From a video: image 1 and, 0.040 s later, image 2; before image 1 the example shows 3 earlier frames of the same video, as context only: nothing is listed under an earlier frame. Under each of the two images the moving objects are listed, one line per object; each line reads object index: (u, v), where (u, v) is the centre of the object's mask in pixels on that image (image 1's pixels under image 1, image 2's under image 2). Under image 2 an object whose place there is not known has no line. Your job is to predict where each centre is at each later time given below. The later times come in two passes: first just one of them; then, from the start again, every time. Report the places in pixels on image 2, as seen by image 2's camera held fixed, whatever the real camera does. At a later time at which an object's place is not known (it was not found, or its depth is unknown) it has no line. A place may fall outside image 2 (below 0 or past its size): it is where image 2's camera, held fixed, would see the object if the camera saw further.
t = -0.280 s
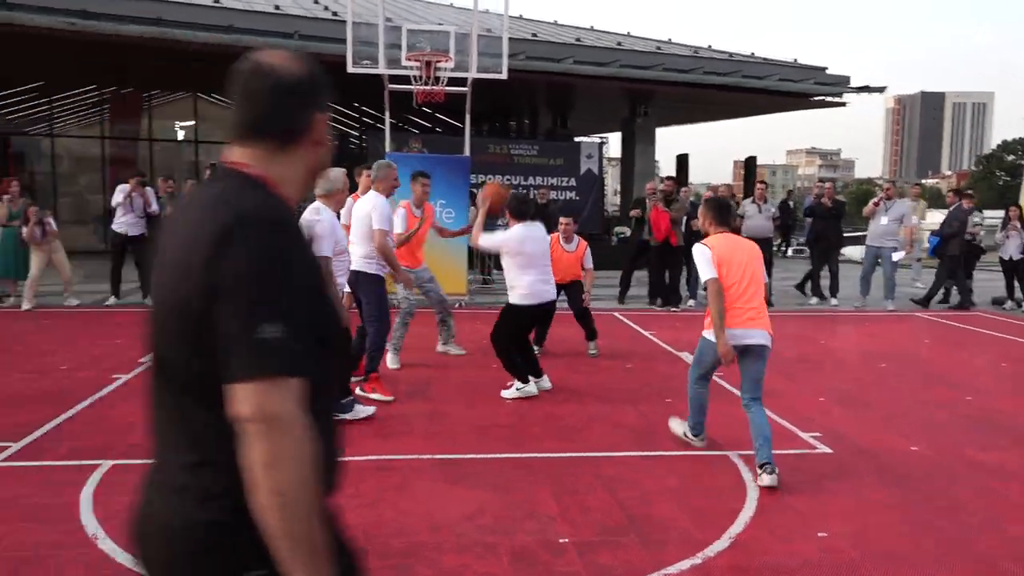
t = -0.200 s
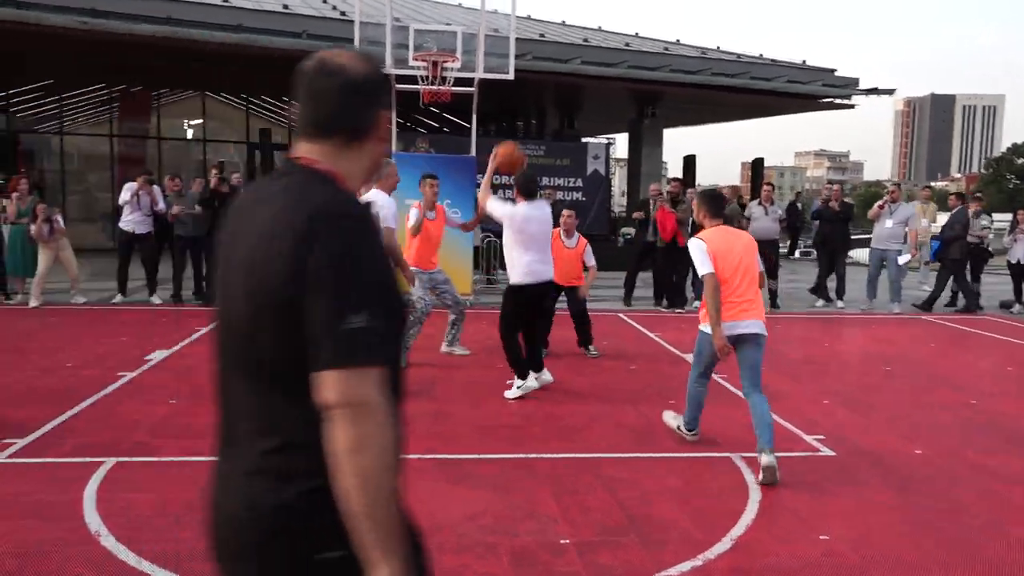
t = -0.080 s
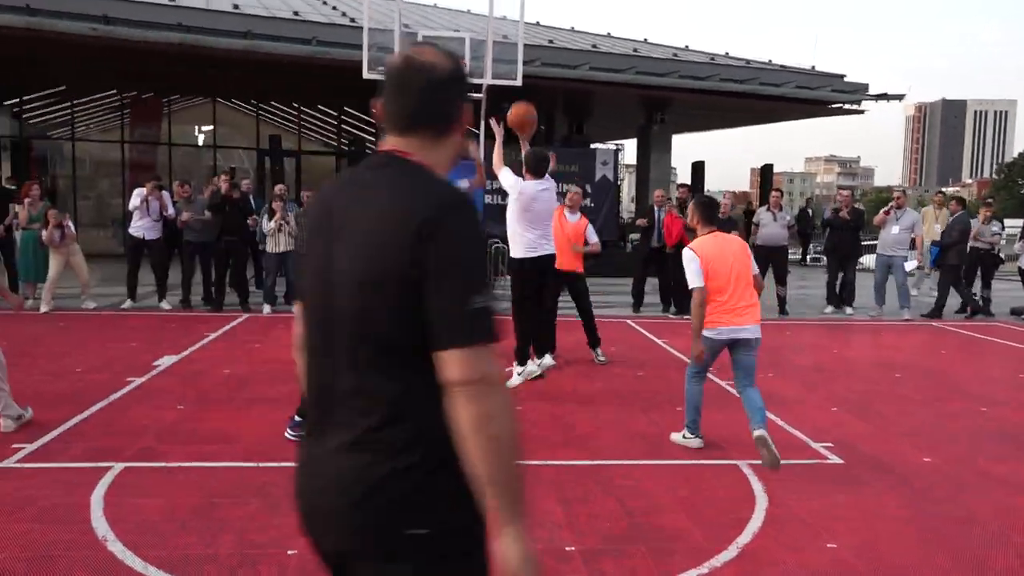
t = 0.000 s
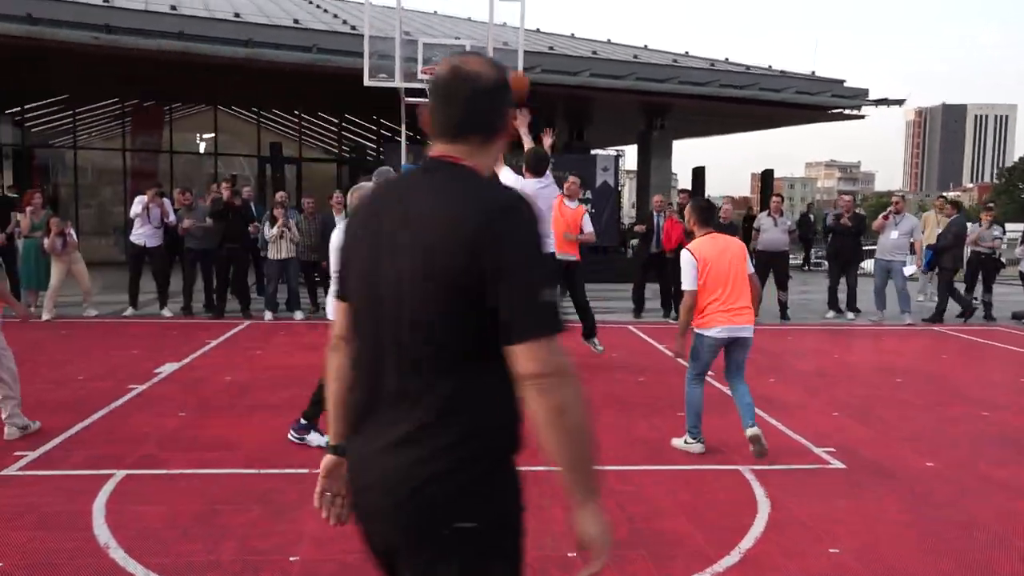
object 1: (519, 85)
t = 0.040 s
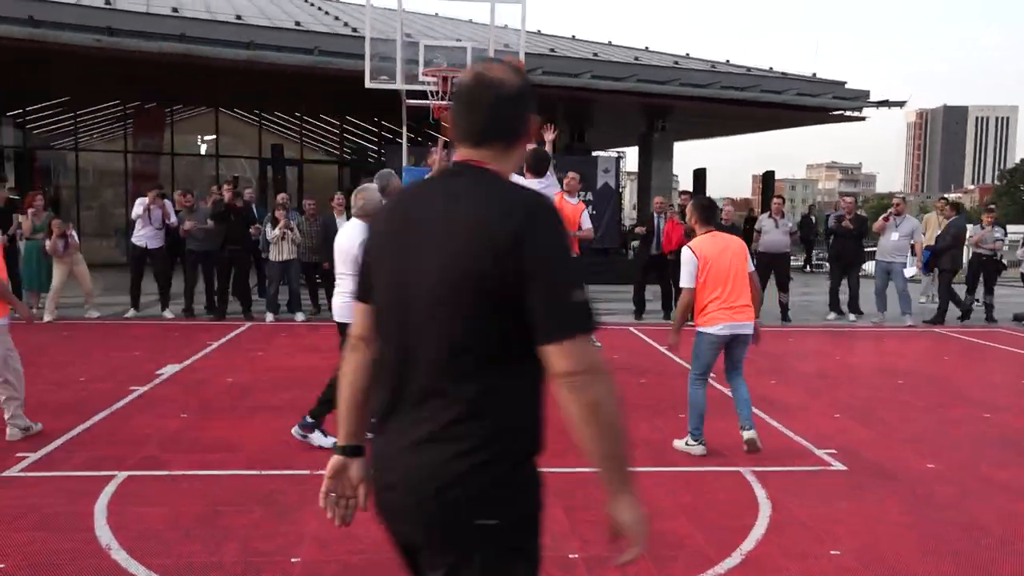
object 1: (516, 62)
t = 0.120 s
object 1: (502, 43)
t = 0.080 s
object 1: (506, 54)
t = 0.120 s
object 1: (502, 43)
